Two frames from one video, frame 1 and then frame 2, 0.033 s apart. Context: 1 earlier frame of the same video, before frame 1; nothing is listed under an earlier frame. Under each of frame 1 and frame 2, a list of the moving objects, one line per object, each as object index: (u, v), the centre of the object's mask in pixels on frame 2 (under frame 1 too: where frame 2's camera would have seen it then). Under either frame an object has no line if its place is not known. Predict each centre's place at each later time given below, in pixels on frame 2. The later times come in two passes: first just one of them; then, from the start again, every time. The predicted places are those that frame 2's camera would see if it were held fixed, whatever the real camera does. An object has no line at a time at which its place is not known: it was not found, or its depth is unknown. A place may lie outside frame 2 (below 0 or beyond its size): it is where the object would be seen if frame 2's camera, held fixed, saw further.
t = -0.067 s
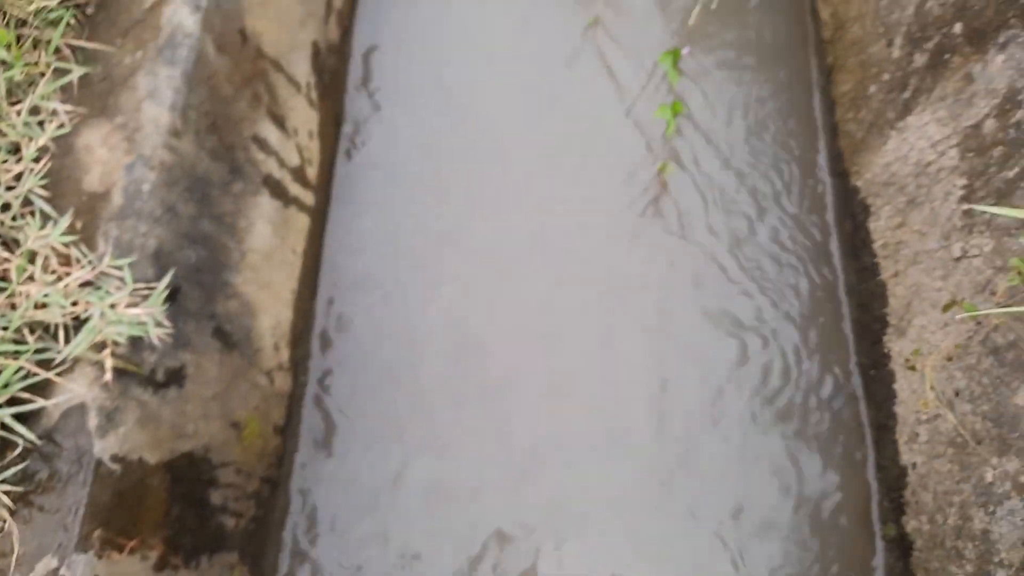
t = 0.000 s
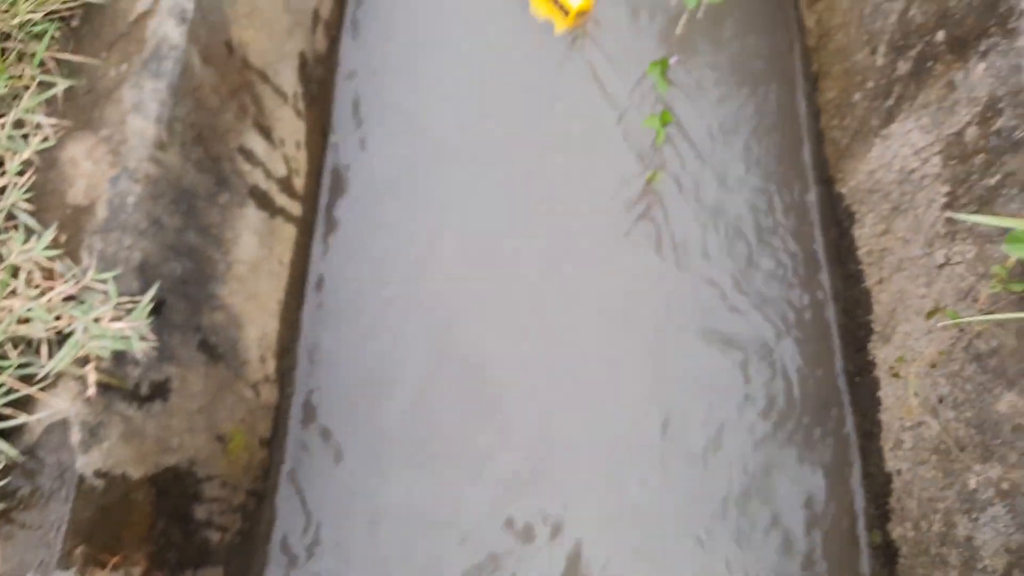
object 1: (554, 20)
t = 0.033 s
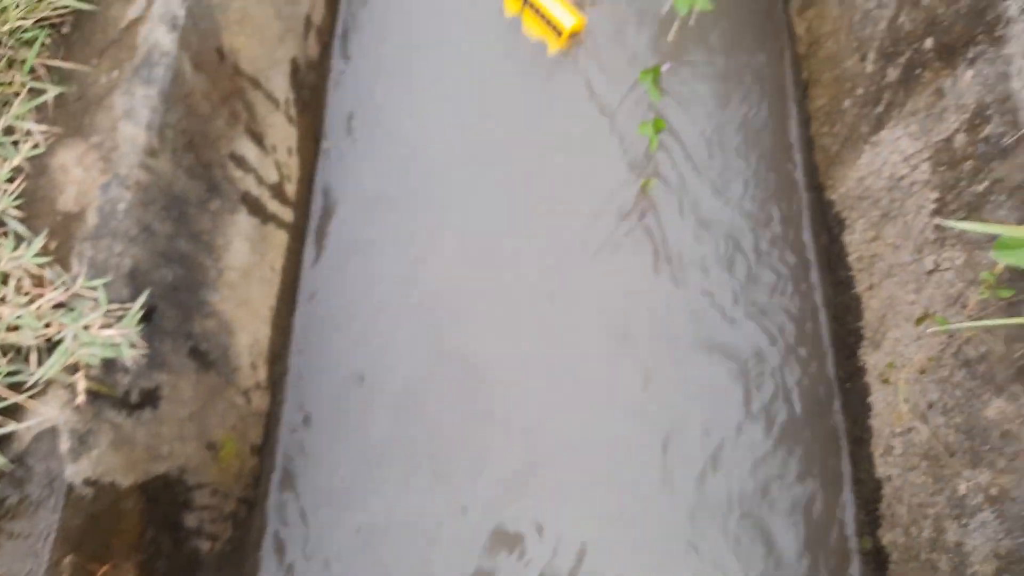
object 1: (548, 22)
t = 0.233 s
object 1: (540, 98)
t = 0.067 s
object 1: (546, 29)
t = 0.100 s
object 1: (544, 42)
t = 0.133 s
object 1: (543, 55)
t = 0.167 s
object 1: (542, 70)
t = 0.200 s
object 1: (541, 84)
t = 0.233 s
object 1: (540, 98)
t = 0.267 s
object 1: (539, 114)
